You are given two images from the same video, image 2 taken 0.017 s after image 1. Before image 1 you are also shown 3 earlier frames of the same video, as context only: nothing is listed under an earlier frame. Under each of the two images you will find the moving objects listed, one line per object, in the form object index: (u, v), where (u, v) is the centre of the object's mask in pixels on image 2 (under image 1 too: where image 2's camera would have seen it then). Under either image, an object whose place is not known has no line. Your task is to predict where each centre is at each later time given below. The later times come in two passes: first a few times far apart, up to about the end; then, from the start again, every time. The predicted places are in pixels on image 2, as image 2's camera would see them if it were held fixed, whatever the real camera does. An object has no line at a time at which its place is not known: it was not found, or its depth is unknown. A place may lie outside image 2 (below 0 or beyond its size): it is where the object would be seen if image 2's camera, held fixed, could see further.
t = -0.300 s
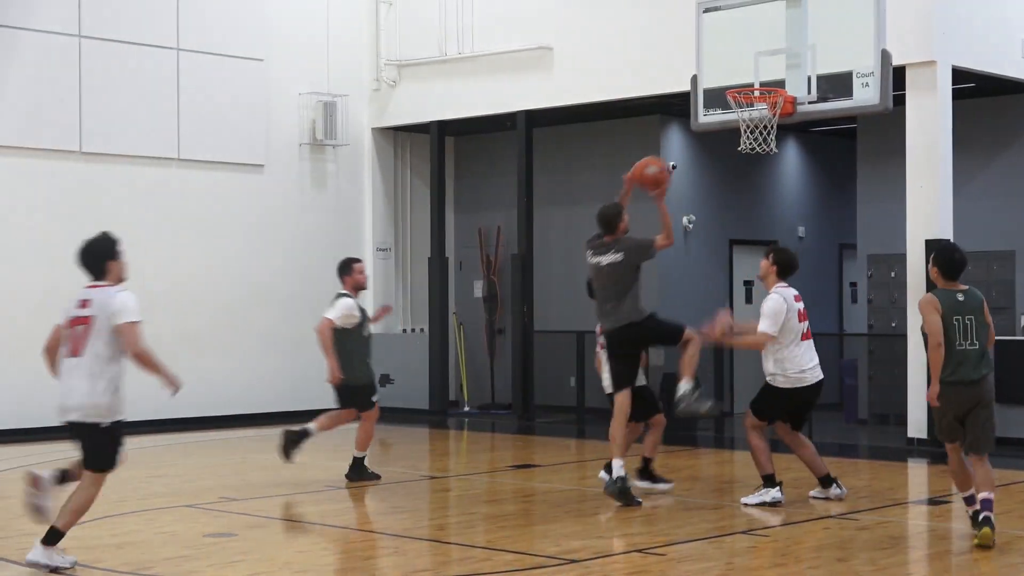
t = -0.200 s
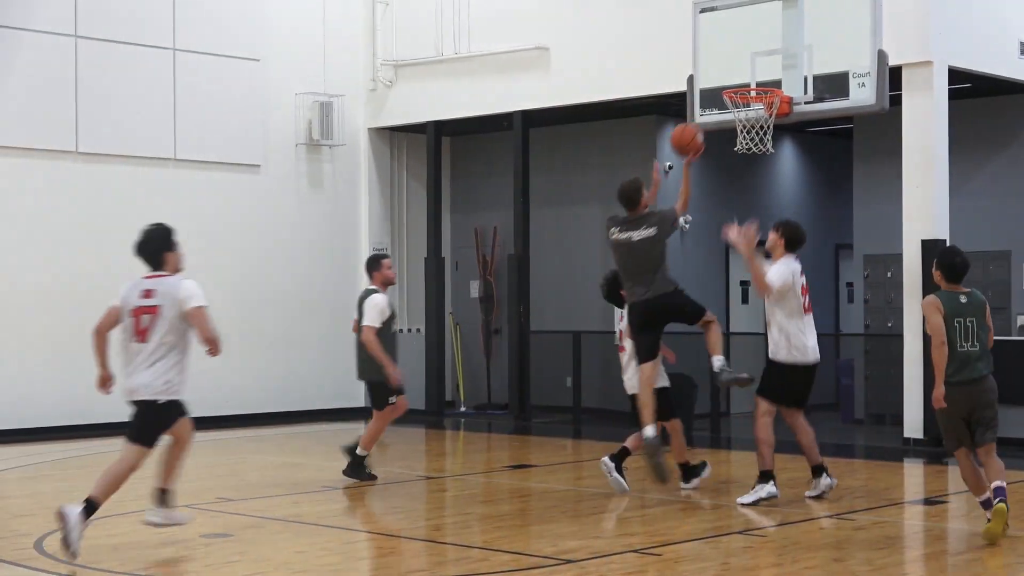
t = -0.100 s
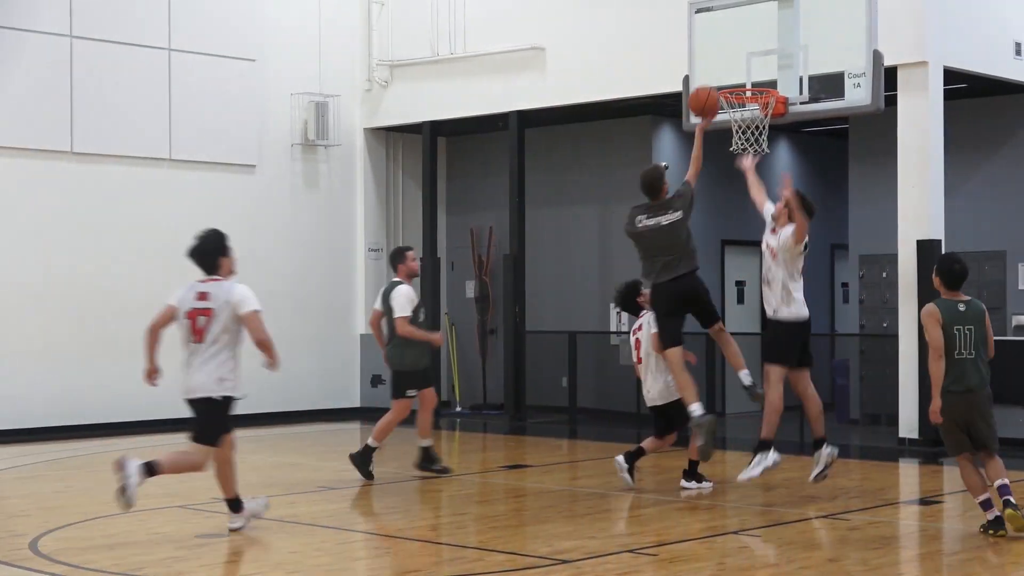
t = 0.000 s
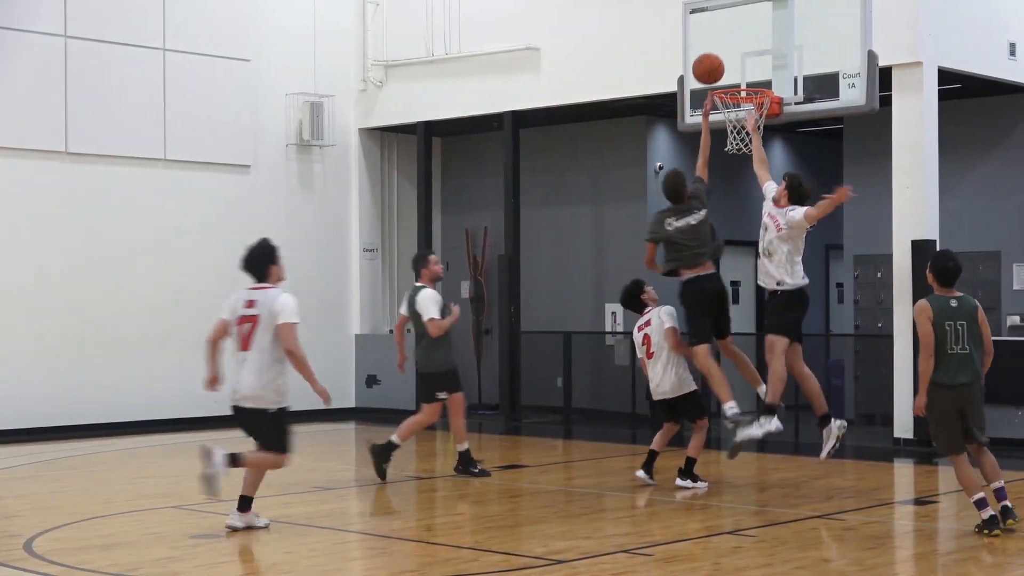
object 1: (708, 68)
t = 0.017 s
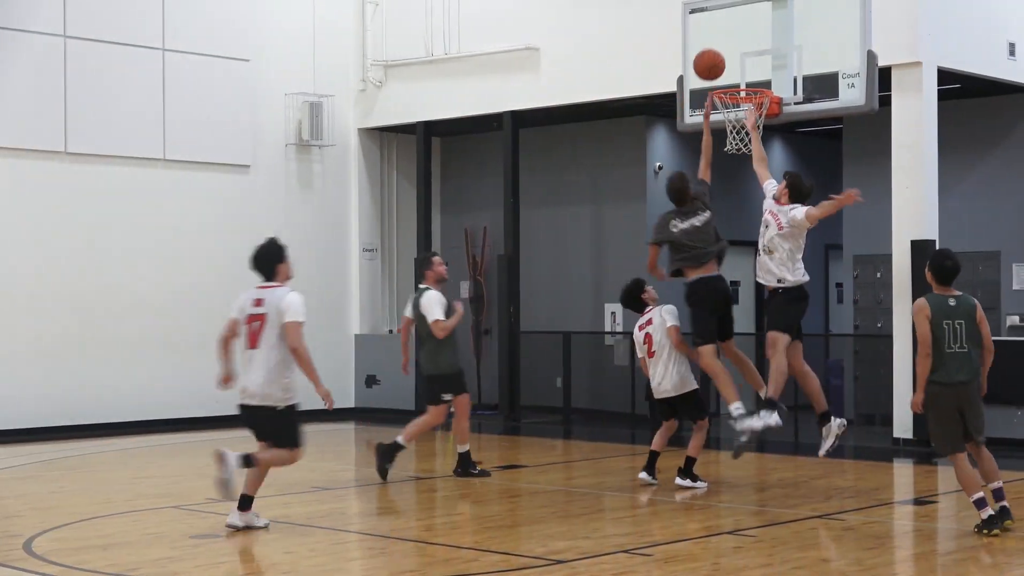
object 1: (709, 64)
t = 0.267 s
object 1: (729, 46)
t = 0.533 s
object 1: (751, 61)
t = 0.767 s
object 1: (772, 75)
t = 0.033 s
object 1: (711, 61)
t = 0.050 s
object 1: (712, 57)
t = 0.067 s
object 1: (713, 54)
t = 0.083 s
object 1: (715, 51)
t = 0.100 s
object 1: (716, 49)
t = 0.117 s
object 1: (717, 47)
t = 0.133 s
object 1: (718, 46)
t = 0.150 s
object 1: (720, 44)
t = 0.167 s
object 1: (721, 44)
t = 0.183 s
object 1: (722, 43)
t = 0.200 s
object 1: (723, 43)
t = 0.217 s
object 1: (725, 43)
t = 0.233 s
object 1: (726, 44)
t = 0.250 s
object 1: (728, 45)
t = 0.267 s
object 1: (729, 46)
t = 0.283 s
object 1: (730, 48)
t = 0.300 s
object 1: (731, 50)
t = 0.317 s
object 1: (733, 52)
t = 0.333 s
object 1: (734, 54)
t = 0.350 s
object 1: (735, 57)
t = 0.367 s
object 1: (737, 61)
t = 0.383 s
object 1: (738, 64)
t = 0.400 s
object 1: (739, 68)
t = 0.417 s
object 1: (740, 72)
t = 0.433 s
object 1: (741, 74)
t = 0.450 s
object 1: (743, 71)
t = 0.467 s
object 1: (745, 69)
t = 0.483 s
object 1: (746, 66)
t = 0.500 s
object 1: (748, 64)
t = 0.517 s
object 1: (749, 63)
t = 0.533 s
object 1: (751, 61)
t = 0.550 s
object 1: (752, 60)
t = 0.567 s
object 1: (754, 60)
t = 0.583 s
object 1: (755, 59)
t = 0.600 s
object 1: (757, 60)
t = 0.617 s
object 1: (758, 60)
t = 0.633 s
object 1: (760, 60)
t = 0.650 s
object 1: (761, 62)
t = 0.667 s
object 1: (763, 63)
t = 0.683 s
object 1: (764, 65)
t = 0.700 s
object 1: (766, 67)
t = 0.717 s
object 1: (767, 69)
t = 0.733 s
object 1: (769, 72)
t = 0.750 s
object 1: (770, 74)
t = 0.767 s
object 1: (772, 75)
